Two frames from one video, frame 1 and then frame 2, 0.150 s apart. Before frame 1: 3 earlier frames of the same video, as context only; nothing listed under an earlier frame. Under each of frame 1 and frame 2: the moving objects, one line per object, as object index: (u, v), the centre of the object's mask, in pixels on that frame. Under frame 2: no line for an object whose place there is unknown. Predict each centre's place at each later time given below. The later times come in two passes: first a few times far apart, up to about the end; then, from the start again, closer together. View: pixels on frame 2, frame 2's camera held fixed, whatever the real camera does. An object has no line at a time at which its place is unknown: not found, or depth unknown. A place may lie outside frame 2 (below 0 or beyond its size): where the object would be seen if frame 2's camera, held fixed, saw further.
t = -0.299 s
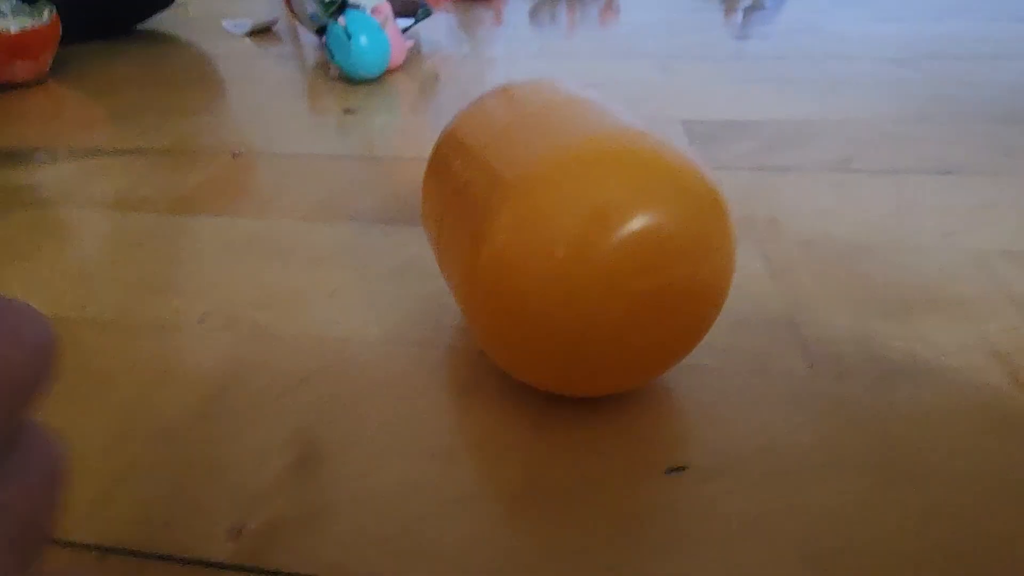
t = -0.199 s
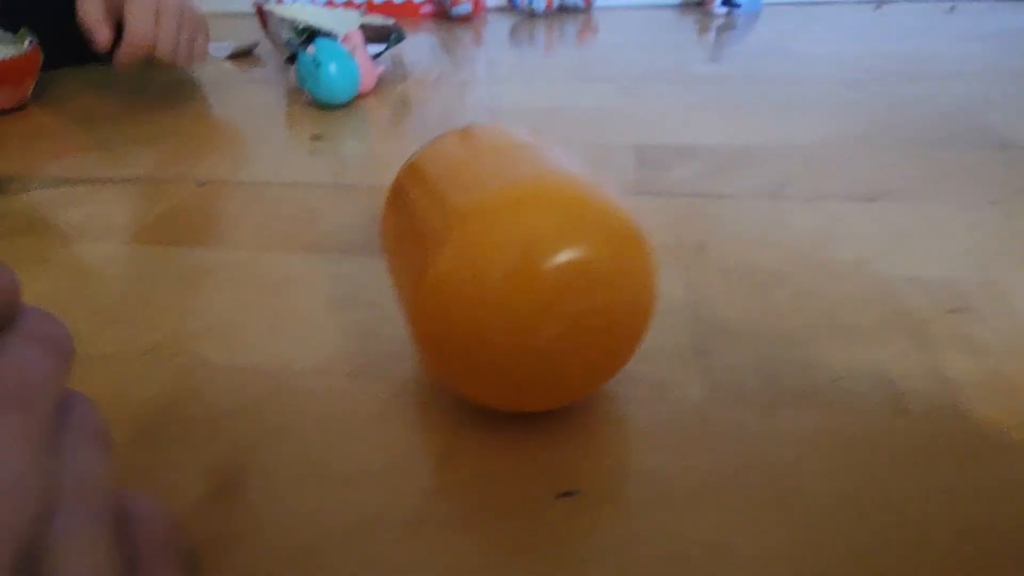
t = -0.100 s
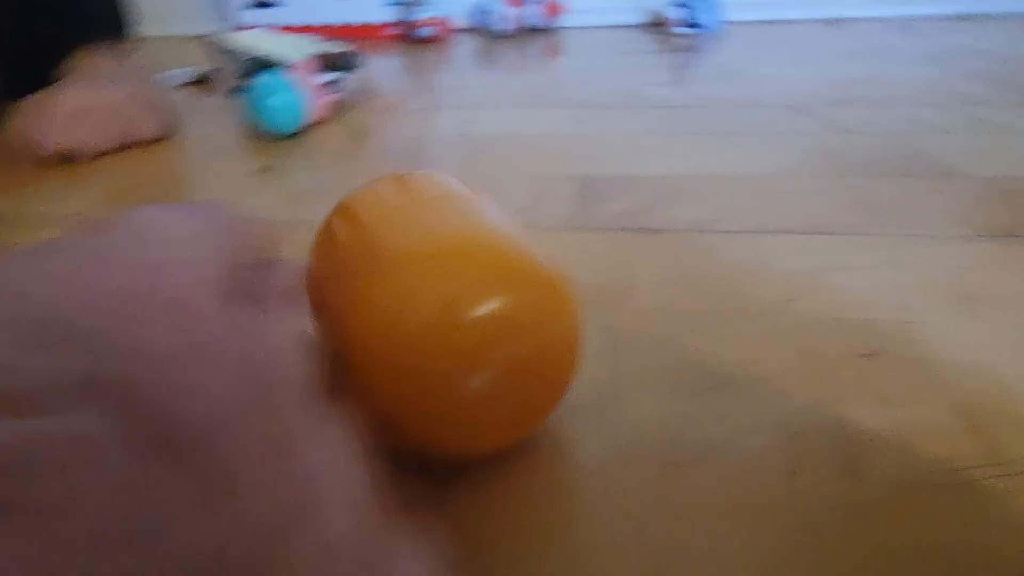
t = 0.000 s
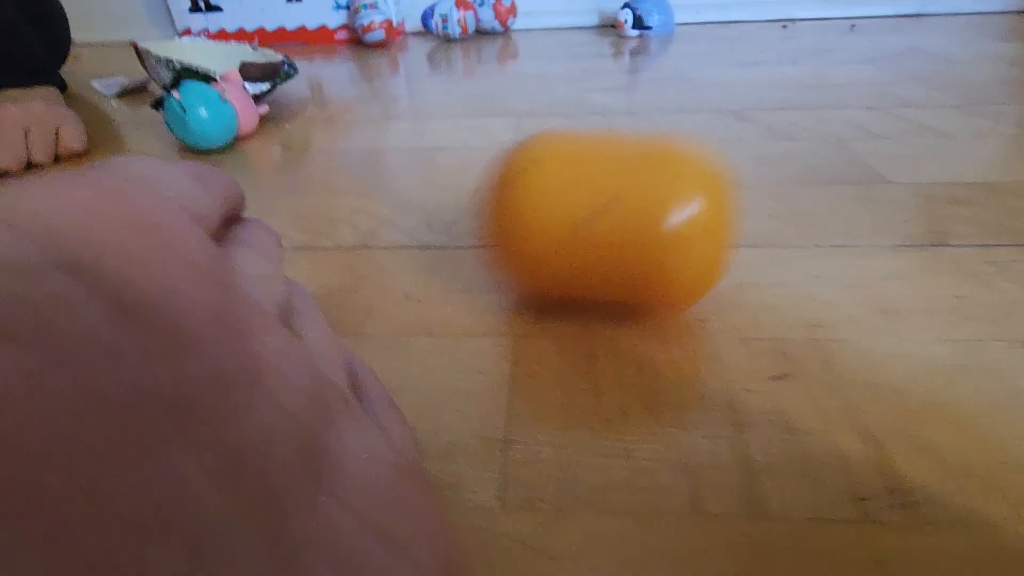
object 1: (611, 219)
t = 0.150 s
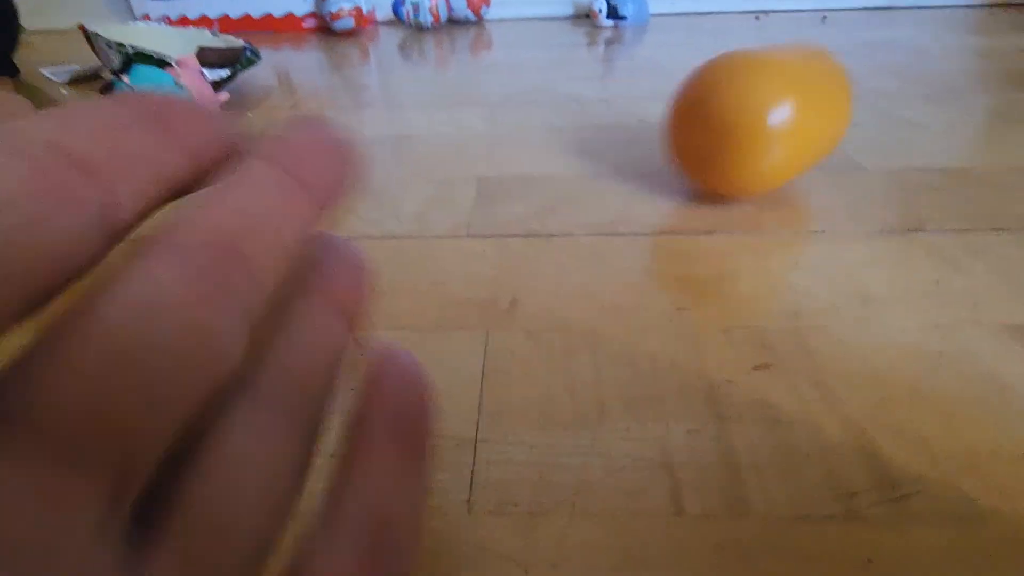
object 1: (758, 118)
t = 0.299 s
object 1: (849, 80)
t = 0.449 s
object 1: (868, 63)
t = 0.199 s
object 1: (794, 109)
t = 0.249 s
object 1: (825, 92)
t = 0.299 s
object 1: (849, 80)
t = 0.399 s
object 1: (870, 67)
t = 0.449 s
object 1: (868, 63)
